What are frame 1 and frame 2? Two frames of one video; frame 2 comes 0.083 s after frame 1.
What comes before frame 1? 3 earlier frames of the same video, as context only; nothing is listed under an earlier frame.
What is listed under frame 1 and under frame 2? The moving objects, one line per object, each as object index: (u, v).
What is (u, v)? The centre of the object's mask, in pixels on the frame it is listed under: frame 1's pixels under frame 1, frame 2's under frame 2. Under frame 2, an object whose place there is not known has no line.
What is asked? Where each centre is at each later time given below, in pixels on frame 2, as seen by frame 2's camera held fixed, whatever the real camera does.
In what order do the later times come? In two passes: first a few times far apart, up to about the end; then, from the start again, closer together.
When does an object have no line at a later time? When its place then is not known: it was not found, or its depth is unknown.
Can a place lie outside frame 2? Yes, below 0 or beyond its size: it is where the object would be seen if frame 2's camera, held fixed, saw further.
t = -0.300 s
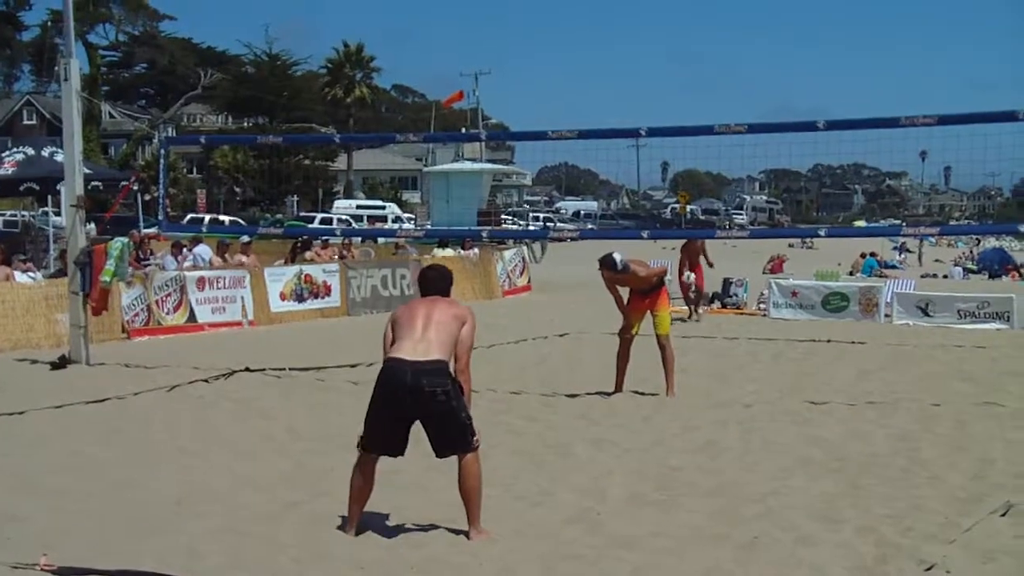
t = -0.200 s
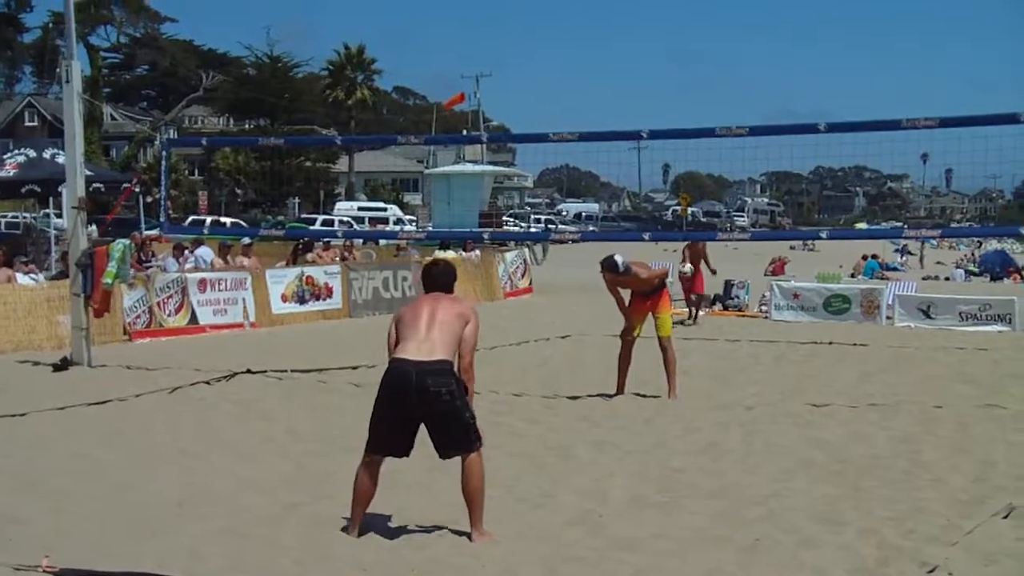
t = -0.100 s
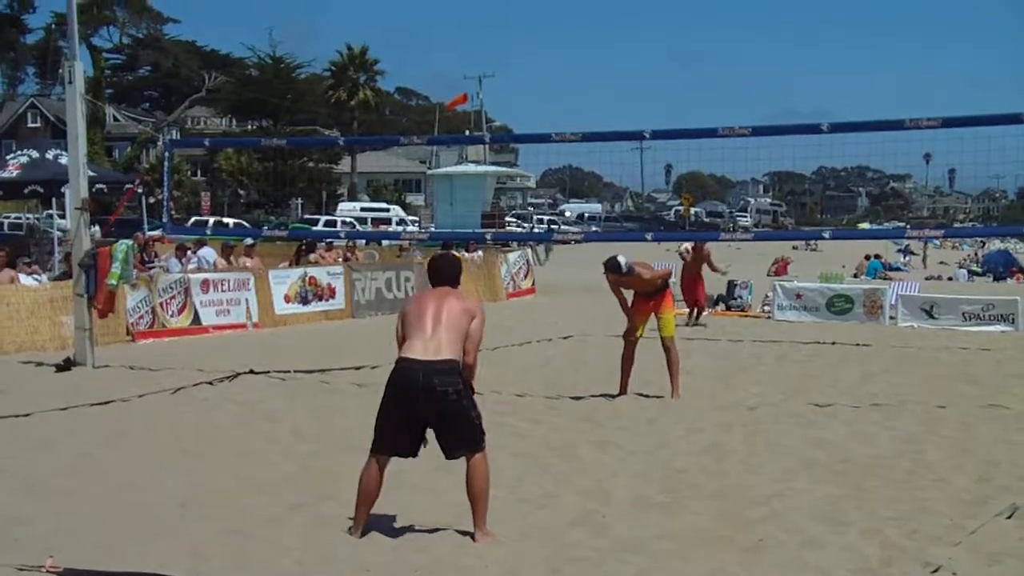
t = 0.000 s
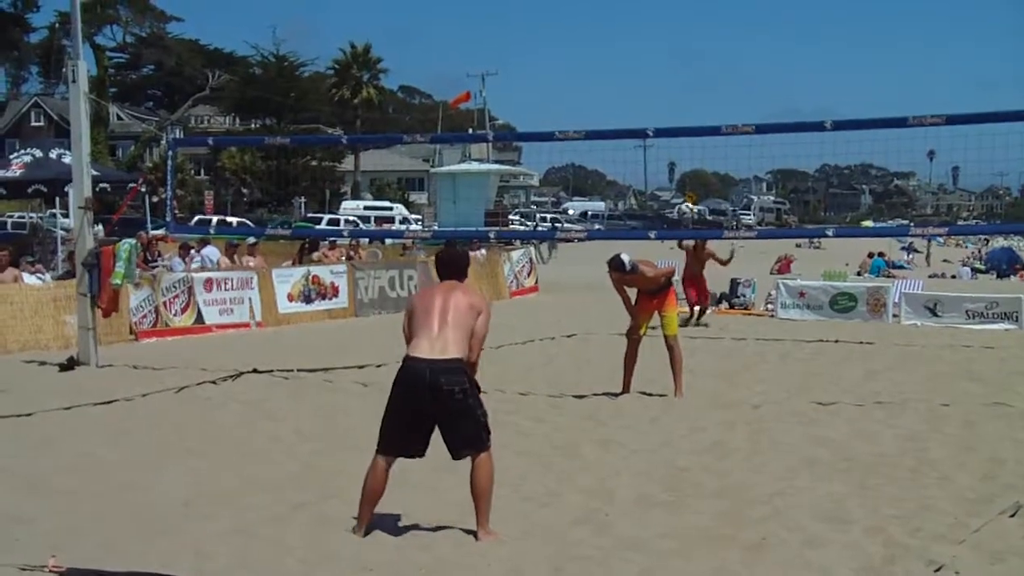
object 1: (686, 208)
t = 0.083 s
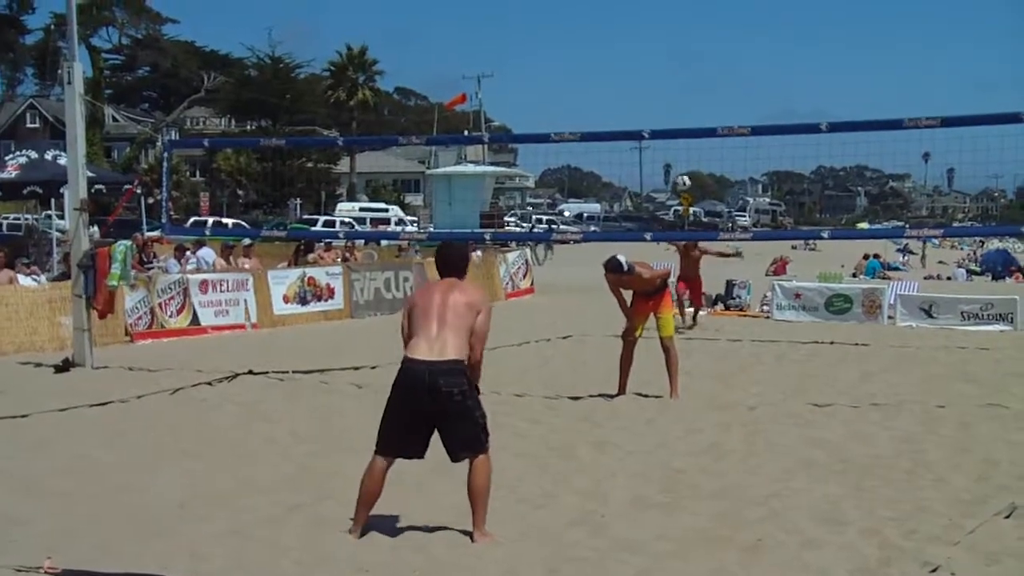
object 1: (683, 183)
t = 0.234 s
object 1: (683, 143)
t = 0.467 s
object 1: (682, 112)
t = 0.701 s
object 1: (679, 120)
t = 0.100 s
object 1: (683, 178)
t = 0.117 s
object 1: (684, 173)
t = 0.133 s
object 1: (683, 168)
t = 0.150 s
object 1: (684, 163)
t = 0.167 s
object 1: (681, 159)
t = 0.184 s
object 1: (683, 153)
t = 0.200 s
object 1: (683, 152)
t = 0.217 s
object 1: (684, 146)
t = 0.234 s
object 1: (683, 143)
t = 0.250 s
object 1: (682, 142)
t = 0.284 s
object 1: (684, 124)
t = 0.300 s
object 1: (680, 124)
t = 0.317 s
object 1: (684, 124)
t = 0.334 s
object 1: (684, 123)
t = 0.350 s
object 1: (683, 123)
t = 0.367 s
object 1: (683, 120)
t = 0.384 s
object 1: (682, 118)
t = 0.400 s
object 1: (682, 115)
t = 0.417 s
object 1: (683, 114)
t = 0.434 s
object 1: (682, 113)
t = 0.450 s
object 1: (682, 112)
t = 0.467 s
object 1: (682, 112)
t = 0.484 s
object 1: (682, 111)
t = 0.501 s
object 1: (682, 111)
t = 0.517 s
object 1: (682, 110)
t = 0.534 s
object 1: (682, 110)
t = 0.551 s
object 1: (682, 110)
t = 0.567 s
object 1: (682, 110)
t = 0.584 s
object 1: (681, 109)
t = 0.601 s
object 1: (681, 110)
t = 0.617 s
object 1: (681, 111)
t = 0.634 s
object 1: (682, 112)
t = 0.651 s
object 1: (680, 114)
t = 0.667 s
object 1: (680, 115)
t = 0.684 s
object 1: (680, 116)
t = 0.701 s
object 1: (679, 120)
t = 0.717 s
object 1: (680, 121)
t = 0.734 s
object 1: (679, 121)
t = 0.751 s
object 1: (679, 123)
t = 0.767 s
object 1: (678, 124)
